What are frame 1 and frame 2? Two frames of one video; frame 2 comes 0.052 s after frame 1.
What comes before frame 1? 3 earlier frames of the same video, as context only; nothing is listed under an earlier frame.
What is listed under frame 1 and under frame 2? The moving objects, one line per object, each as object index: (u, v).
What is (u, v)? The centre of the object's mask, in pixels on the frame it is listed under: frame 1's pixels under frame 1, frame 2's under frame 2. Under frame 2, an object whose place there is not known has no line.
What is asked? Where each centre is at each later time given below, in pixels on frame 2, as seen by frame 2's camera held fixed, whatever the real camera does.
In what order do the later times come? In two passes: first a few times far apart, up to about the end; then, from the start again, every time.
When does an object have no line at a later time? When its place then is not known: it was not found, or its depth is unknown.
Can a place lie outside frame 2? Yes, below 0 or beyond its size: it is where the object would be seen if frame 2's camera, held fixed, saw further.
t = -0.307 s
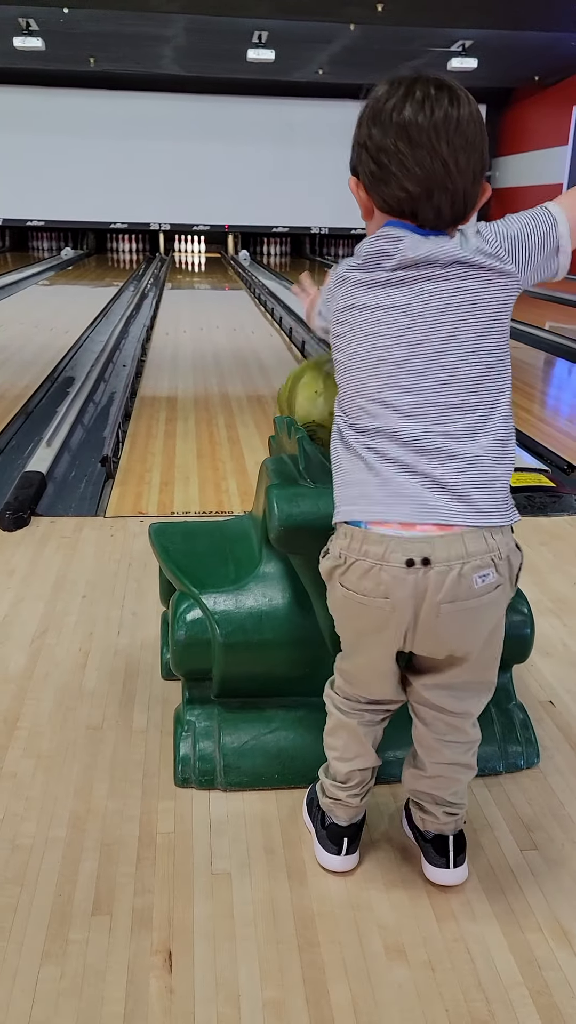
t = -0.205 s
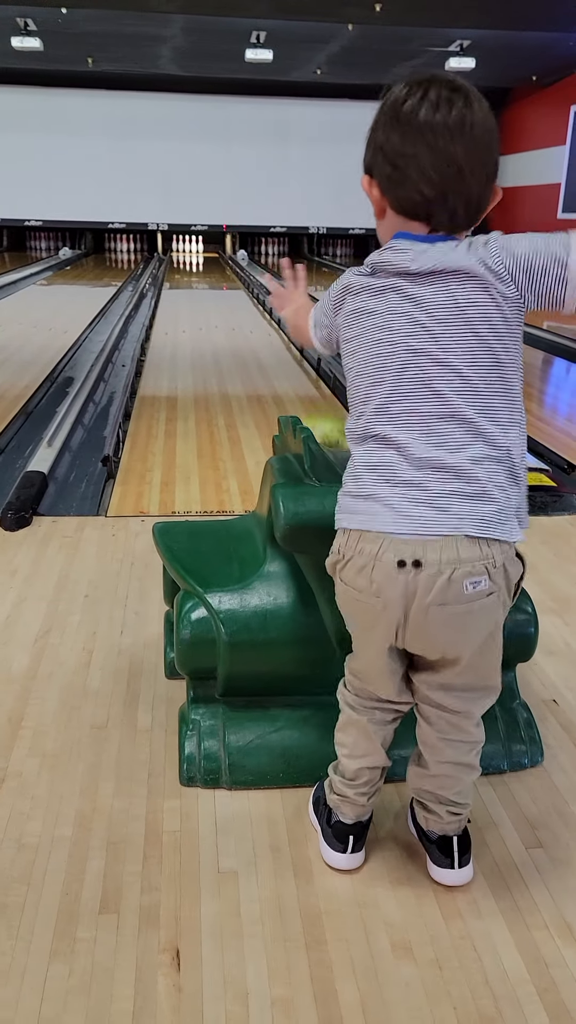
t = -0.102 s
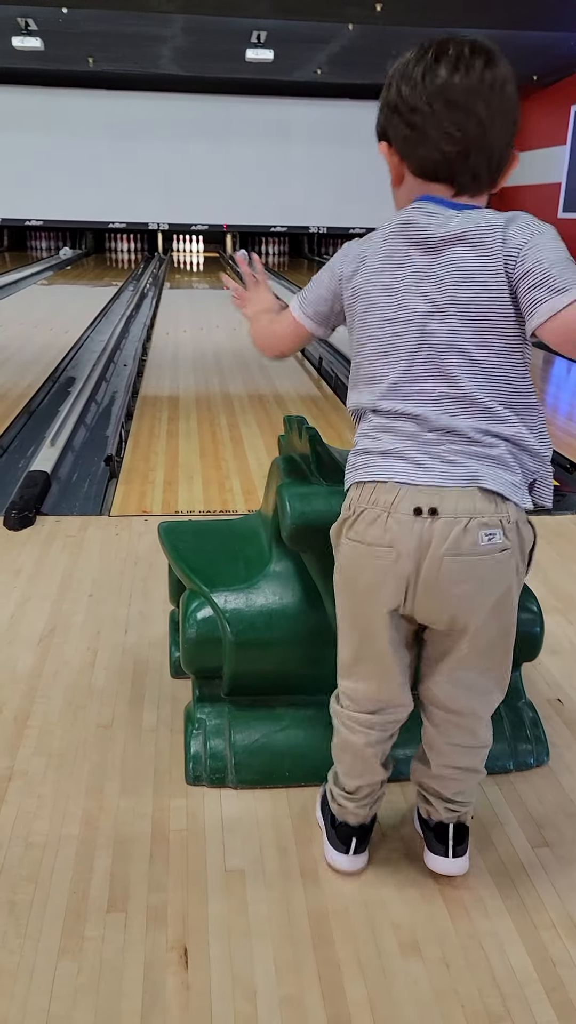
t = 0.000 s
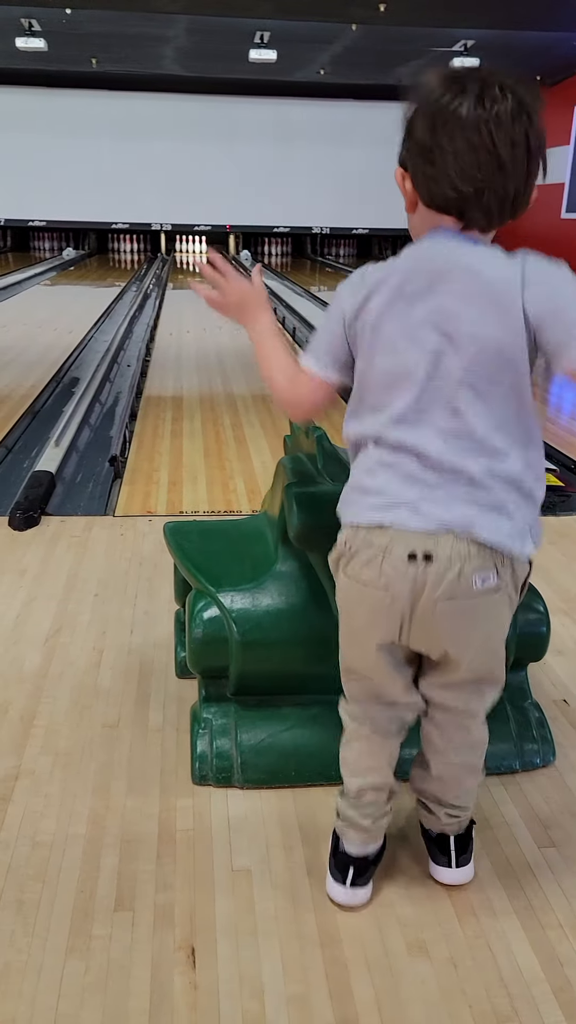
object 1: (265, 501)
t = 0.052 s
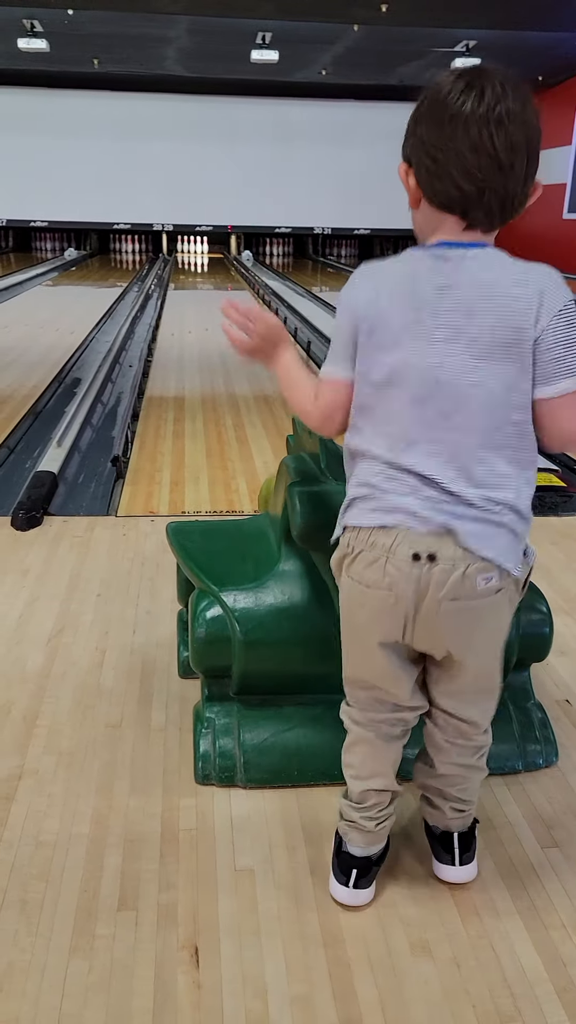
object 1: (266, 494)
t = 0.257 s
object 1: (265, 456)
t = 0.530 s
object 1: (254, 413)
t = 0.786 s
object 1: (242, 384)
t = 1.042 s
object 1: (234, 362)
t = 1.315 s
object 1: (227, 344)
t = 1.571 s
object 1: (222, 331)
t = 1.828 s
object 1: (218, 319)
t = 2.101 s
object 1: (216, 309)
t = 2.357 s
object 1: (214, 303)
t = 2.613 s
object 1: (212, 297)
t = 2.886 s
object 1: (210, 291)
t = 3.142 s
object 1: (210, 287)
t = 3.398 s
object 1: (210, 282)
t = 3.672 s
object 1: (209, 278)
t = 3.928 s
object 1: (210, 274)
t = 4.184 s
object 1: (210, 272)
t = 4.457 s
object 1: (210, 269)
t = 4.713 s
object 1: (211, 267)
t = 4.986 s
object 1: (210, 265)
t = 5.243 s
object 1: (210, 262)
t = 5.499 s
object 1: (209, 260)
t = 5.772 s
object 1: (208, 258)
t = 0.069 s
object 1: (266, 491)
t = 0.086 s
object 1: (266, 489)
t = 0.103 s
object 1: (266, 485)
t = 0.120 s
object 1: (266, 482)
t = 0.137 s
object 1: (266, 478)
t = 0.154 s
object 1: (266, 474)
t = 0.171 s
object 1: (266, 472)
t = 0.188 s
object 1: (265, 469)
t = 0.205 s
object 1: (266, 465)
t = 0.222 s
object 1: (266, 462)
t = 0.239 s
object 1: (265, 459)
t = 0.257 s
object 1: (265, 456)
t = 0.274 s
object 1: (265, 453)
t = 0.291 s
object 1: (265, 450)
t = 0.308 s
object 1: (265, 447)
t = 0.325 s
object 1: (265, 445)
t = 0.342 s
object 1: (264, 442)
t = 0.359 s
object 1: (264, 439)
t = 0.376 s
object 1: (263, 437)
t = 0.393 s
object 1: (262, 434)
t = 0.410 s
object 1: (261, 431)
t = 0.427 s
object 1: (260, 428)
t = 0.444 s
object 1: (259, 426)
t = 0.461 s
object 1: (258, 423)
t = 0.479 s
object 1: (257, 421)
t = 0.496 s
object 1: (256, 418)
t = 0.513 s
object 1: (255, 416)
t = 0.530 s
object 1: (254, 413)
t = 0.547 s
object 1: (253, 411)
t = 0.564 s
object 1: (252, 409)
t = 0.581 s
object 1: (251, 407)
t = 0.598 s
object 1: (250, 405)
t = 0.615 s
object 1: (249, 403)
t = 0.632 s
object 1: (249, 400)
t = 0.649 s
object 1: (248, 398)
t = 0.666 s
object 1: (247, 396)
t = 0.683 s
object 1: (246, 395)
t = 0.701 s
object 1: (246, 393)
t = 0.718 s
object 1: (245, 391)
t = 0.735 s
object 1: (244, 389)
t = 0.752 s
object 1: (243, 387)
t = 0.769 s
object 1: (243, 385)
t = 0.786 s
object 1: (242, 384)
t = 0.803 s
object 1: (242, 382)
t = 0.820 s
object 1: (241, 380)
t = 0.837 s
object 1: (240, 379)
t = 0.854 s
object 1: (240, 377)
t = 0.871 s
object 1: (239, 375)
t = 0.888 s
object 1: (238, 374)
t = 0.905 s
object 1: (238, 372)
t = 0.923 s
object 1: (237, 371)
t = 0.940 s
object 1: (237, 370)
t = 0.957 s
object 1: (236, 368)
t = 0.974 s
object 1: (236, 367)
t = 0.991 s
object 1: (235, 366)
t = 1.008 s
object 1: (235, 364)
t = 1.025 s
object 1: (234, 363)
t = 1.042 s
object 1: (234, 362)
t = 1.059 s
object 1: (233, 360)
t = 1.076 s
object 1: (233, 359)
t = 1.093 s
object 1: (232, 358)
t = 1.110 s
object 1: (232, 357)
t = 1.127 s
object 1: (231, 356)
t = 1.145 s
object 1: (231, 354)
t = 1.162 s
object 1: (231, 353)
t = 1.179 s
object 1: (230, 352)
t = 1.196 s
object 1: (230, 351)
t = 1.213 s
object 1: (229, 350)
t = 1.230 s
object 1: (229, 349)
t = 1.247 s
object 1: (229, 348)
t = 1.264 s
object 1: (228, 347)
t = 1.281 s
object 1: (228, 346)
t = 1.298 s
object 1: (227, 345)
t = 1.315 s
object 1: (227, 344)
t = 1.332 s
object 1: (226, 343)
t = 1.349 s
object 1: (226, 342)
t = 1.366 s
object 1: (226, 341)
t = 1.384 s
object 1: (225, 340)
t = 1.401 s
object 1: (225, 339)
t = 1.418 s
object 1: (224, 338)
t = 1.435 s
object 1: (224, 337)
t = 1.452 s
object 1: (224, 336)
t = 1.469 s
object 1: (224, 335)
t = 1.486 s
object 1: (223, 335)
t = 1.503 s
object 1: (223, 334)
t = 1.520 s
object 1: (223, 333)
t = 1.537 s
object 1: (223, 332)
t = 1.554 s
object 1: (222, 331)
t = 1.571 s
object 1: (222, 331)
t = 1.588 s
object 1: (222, 330)
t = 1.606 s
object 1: (221, 329)
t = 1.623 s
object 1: (221, 328)
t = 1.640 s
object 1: (221, 327)
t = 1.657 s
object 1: (221, 327)
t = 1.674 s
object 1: (220, 326)
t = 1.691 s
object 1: (220, 325)
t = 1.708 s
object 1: (220, 324)
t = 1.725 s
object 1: (220, 324)
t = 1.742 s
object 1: (219, 323)
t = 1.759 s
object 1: (219, 322)
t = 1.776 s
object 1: (219, 321)
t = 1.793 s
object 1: (219, 321)
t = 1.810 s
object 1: (219, 320)
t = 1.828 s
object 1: (218, 319)
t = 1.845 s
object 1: (218, 318)
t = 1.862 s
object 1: (218, 318)
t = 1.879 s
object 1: (218, 317)
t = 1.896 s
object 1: (218, 317)
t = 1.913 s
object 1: (217, 316)
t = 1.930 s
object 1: (217, 315)
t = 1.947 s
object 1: (217, 315)
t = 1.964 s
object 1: (217, 314)
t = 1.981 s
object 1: (217, 313)
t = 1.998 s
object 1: (216, 313)
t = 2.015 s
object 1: (216, 312)
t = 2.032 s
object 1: (216, 312)
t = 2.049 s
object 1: (216, 311)
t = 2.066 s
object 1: (216, 311)
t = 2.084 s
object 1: (216, 310)
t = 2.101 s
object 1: (216, 309)
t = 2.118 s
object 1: (215, 309)
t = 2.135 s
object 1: (215, 308)
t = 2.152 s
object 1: (215, 308)
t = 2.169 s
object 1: (215, 307)
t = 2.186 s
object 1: (215, 307)
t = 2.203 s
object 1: (215, 306)
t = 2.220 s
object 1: (215, 306)
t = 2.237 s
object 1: (214, 306)
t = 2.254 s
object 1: (214, 305)
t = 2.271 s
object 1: (214, 305)
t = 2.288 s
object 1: (214, 304)
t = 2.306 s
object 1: (214, 304)
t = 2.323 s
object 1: (214, 303)
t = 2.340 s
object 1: (214, 303)
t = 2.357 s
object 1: (214, 303)
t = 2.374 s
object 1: (213, 302)
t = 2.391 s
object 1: (213, 302)
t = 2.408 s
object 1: (213, 301)
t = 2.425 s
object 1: (213, 301)
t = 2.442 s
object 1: (213, 300)
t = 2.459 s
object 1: (213, 300)
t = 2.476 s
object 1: (213, 300)
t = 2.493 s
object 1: (213, 299)
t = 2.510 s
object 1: (213, 299)
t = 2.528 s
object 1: (213, 298)
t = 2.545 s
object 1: (213, 298)
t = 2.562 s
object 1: (212, 298)
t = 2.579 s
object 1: (212, 297)
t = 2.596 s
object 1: (212, 297)
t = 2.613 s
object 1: (212, 297)
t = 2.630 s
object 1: (212, 296)
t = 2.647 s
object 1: (212, 296)
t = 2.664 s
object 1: (212, 295)
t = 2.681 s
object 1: (212, 295)
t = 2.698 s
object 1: (212, 295)
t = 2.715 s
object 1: (211, 294)
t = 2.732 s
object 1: (211, 294)
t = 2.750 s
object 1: (211, 294)
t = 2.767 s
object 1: (211, 293)
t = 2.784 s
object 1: (211, 293)
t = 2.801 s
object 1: (211, 292)
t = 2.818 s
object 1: (211, 292)
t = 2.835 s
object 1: (211, 292)
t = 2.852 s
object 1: (211, 291)
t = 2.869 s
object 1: (211, 291)
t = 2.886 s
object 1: (210, 291)
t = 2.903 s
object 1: (211, 290)
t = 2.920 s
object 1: (210, 290)
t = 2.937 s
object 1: (211, 290)
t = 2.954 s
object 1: (210, 290)
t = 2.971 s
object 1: (210, 289)
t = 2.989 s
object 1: (210, 289)
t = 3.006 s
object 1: (210, 289)
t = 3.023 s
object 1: (210, 288)
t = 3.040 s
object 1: (210, 288)
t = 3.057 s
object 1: (210, 288)
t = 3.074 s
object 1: (210, 287)
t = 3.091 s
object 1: (210, 287)
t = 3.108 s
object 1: (210, 287)
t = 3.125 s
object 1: (210, 287)
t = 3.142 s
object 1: (210, 287)
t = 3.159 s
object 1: (210, 286)
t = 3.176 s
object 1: (210, 286)
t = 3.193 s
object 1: (210, 286)
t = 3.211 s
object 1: (210, 285)
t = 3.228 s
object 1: (209, 285)
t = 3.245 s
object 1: (209, 285)
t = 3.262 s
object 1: (208, 285)
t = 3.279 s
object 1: (209, 284)
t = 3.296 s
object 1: (210, 284)
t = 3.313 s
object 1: (210, 283)
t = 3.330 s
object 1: (210, 283)
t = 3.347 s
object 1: (210, 282)
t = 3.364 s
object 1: (210, 282)
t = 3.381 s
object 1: (210, 282)
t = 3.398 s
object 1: (210, 282)
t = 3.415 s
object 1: (210, 281)
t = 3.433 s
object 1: (210, 281)
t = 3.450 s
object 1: (210, 281)
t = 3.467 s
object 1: (210, 281)
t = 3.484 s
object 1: (210, 281)
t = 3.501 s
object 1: (210, 281)
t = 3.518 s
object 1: (209, 280)
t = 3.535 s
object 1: (209, 280)
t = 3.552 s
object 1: (209, 280)
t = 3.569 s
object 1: (209, 279)
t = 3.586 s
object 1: (209, 279)
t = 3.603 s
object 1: (210, 279)
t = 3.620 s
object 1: (210, 279)
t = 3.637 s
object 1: (210, 278)
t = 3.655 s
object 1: (209, 278)
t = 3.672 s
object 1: (209, 278)
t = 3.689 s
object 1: (209, 278)
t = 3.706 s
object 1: (210, 277)
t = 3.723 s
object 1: (210, 277)
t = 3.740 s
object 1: (210, 277)
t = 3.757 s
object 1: (210, 277)
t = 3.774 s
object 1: (210, 276)
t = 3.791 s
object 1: (210, 276)
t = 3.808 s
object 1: (210, 276)
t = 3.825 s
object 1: (210, 276)
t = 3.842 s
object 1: (209, 275)
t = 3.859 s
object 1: (210, 275)
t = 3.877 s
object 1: (210, 275)
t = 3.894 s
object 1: (210, 275)
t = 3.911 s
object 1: (210, 275)
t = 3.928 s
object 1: (210, 274)
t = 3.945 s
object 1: (210, 274)
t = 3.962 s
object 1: (210, 274)
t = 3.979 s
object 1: (210, 274)
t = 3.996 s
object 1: (210, 273)
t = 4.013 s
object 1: (210, 273)
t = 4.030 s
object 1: (209, 273)
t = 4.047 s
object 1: (210, 273)
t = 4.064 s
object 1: (210, 273)
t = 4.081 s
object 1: (210, 273)
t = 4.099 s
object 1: (210, 272)
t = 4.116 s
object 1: (210, 272)
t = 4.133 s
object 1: (210, 272)
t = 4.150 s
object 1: (210, 272)
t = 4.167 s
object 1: (210, 272)
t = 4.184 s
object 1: (210, 272)
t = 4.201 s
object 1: (210, 271)
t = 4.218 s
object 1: (210, 271)
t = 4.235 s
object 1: (210, 271)
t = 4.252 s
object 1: (210, 271)
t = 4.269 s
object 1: (210, 271)
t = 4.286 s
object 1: (210, 271)
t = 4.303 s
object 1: (210, 271)
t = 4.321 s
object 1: (210, 271)
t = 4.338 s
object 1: (210, 270)
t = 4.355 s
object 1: (210, 270)
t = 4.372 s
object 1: (210, 270)
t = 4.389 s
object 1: (210, 270)
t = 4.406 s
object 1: (210, 270)
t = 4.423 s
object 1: (210, 269)
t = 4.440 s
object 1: (210, 269)
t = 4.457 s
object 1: (210, 269)
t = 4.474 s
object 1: (210, 269)
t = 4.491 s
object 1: (210, 269)
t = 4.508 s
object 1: (210, 268)
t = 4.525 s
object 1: (210, 268)
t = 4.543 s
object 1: (211, 268)
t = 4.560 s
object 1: (211, 268)
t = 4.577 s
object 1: (211, 268)
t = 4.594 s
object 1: (211, 268)
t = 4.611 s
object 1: (211, 267)
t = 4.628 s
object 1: (211, 267)
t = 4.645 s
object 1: (211, 267)
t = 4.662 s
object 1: (211, 267)
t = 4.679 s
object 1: (211, 267)
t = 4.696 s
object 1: (211, 267)
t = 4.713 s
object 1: (211, 267)
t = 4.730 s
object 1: (211, 266)
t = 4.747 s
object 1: (211, 266)
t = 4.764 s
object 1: (211, 266)
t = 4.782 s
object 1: (211, 266)
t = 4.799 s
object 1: (211, 266)
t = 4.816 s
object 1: (211, 266)
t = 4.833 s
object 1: (211, 266)
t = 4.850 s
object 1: (211, 266)
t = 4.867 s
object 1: (211, 266)
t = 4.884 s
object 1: (211, 265)
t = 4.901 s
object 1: (211, 265)
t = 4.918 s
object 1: (211, 265)
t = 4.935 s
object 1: (210, 265)
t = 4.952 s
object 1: (210, 265)
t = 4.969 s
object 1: (210, 265)
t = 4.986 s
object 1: (210, 265)
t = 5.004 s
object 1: (210, 265)
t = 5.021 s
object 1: (210, 264)
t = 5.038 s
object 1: (210, 264)
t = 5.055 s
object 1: (210, 264)
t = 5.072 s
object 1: (211, 264)
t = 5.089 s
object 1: (210, 264)
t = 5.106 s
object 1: (210, 263)
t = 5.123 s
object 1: (210, 263)
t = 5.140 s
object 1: (210, 263)
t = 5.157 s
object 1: (210, 263)
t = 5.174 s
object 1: (210, 263)
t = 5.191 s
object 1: (210, 263)
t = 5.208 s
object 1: (210, 263)
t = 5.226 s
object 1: (210, 262)
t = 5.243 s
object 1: (210, 262)
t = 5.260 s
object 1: (210, 262)
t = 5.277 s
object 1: (210, 262)
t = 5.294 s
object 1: (210, 262)
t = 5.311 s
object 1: (210, 262)
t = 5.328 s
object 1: (210, 261)
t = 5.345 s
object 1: (209, 261)
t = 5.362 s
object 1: (209, 261)
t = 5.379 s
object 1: (209, 261)
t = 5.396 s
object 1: (209, 261)
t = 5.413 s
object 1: (209, 261)
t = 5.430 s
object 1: (209, 261)
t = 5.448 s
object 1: (209, 261)
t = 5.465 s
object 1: (209, 260)
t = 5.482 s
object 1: (209, 260)
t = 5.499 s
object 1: (209, 260)
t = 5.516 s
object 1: (209, 260)
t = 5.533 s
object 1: (208, 260)
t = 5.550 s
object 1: (208, 259)
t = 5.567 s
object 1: (208, 259)
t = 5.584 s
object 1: (208, 259)
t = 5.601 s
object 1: (208, 259)
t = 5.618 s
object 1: (208, 259)
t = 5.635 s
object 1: (208, 258)
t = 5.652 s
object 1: (208, 259)
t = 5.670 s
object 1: (208, 258)
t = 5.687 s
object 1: (208, 258)
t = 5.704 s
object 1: (208, 258)
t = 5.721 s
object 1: (208, 258)
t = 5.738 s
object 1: (208, 258)
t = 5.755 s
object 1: (208, 258)
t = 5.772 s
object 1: (208, 258)
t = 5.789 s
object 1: (208, 257)
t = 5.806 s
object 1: (208, 257)
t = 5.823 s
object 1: (207, 257)
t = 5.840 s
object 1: (207, 257)
